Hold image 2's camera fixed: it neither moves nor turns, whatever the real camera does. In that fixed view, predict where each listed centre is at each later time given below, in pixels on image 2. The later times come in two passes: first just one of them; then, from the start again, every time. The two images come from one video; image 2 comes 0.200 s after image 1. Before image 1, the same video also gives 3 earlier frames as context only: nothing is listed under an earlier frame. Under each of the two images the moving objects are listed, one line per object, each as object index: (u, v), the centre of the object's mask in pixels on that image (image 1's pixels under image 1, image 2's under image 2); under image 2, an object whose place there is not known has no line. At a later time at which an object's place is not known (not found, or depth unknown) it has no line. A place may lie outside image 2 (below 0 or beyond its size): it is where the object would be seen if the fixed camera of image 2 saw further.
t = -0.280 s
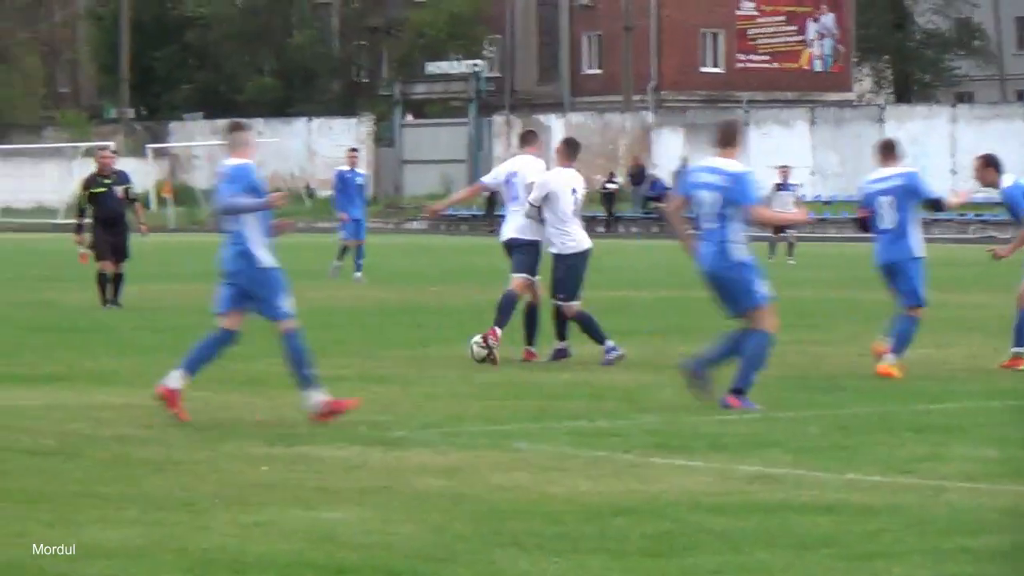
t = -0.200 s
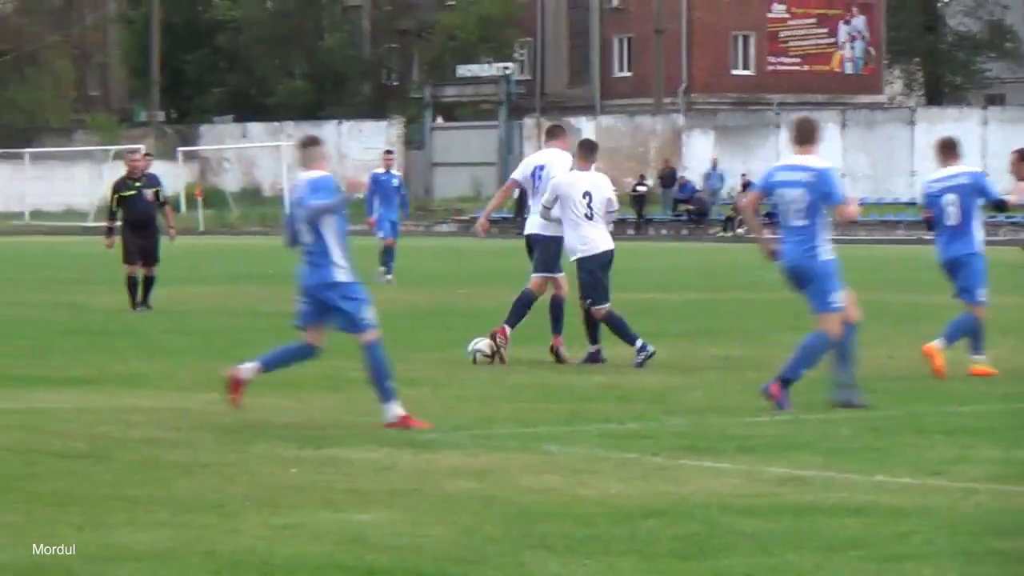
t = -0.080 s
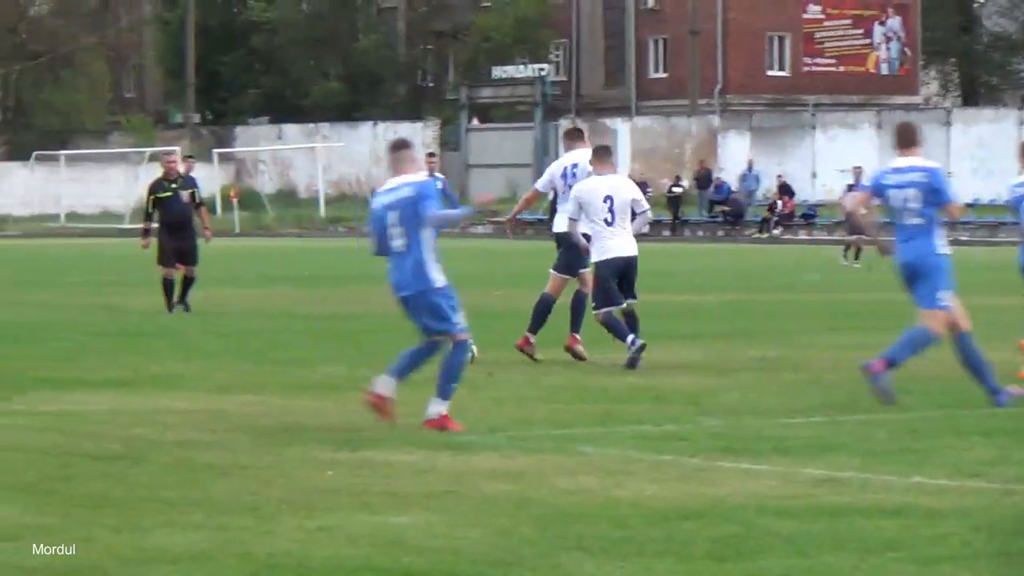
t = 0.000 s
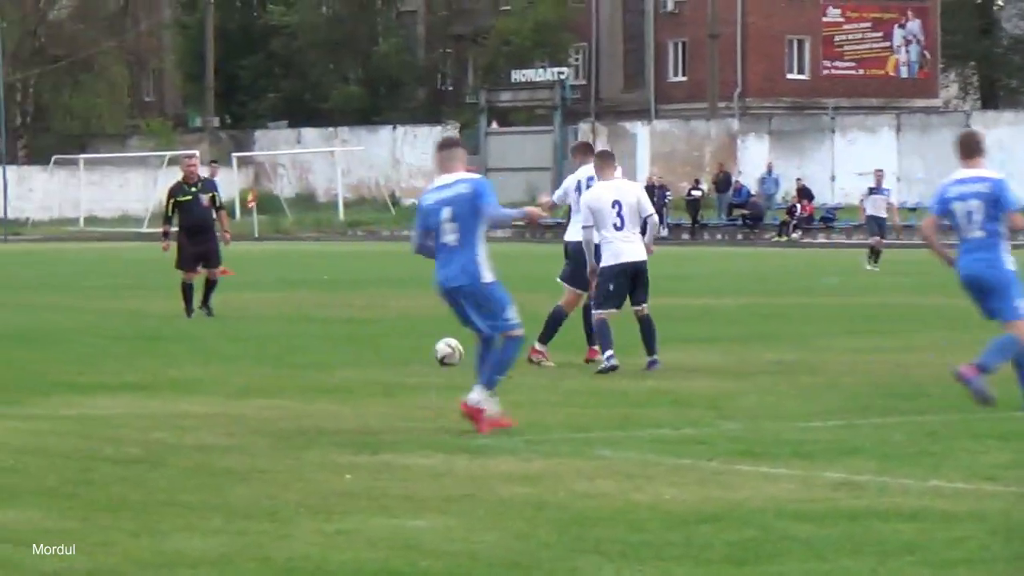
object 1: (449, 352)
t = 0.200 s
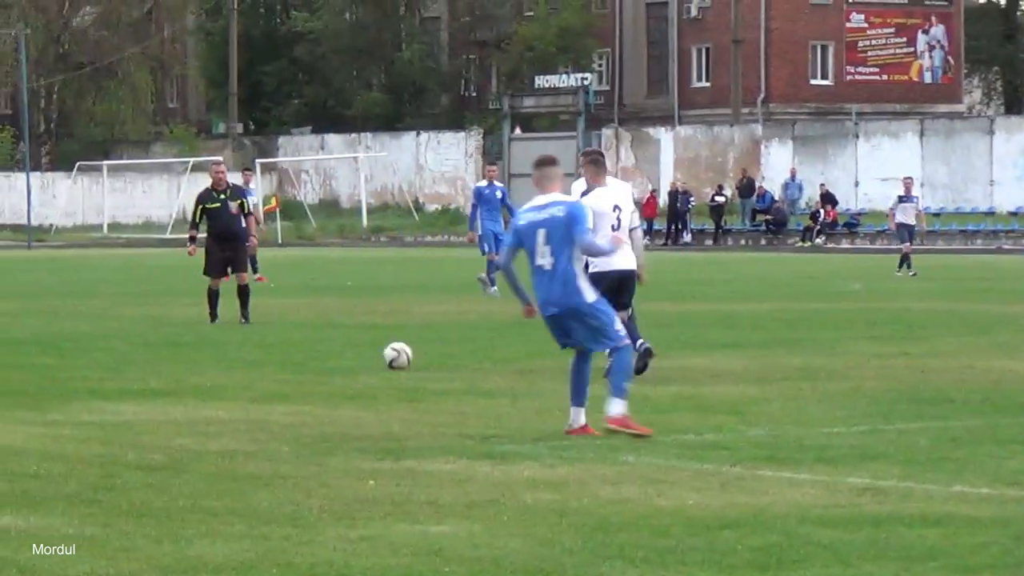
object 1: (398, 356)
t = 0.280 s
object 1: (371, 356)
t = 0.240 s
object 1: (384, 356)
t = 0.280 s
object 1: (371, 356)
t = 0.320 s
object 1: (359, 355)
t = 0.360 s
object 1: (346, 353)
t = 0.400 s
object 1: (334, 354)
